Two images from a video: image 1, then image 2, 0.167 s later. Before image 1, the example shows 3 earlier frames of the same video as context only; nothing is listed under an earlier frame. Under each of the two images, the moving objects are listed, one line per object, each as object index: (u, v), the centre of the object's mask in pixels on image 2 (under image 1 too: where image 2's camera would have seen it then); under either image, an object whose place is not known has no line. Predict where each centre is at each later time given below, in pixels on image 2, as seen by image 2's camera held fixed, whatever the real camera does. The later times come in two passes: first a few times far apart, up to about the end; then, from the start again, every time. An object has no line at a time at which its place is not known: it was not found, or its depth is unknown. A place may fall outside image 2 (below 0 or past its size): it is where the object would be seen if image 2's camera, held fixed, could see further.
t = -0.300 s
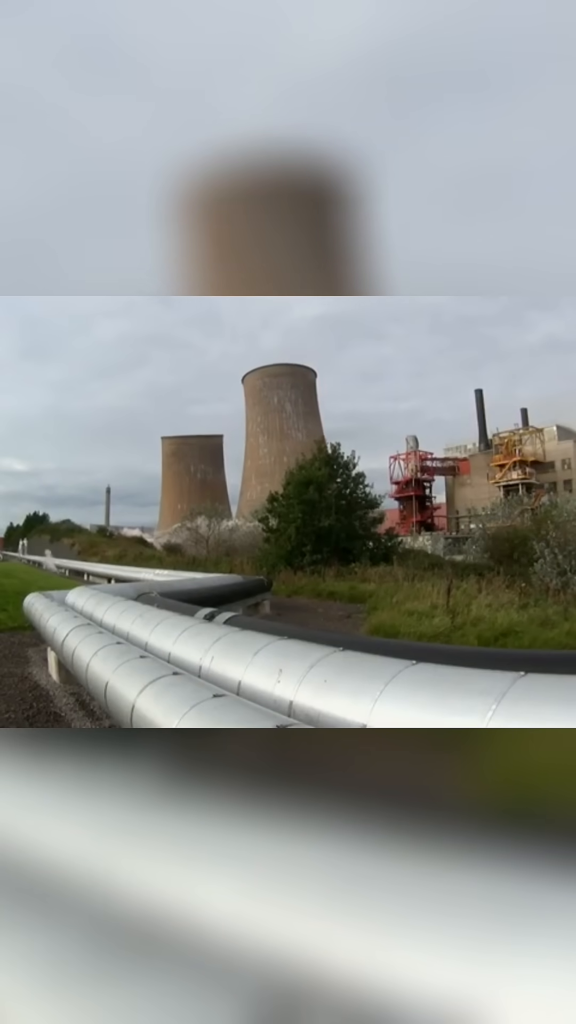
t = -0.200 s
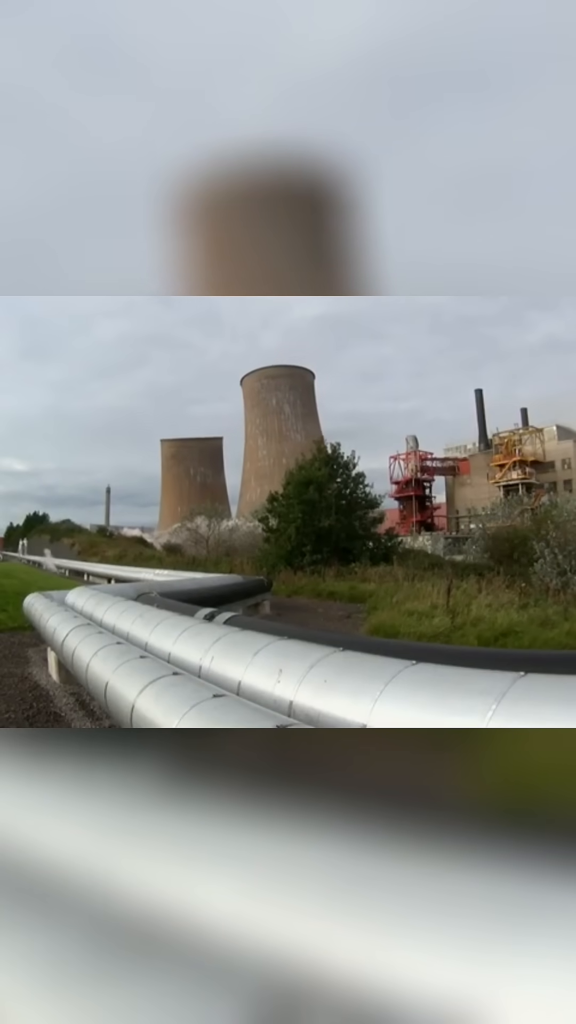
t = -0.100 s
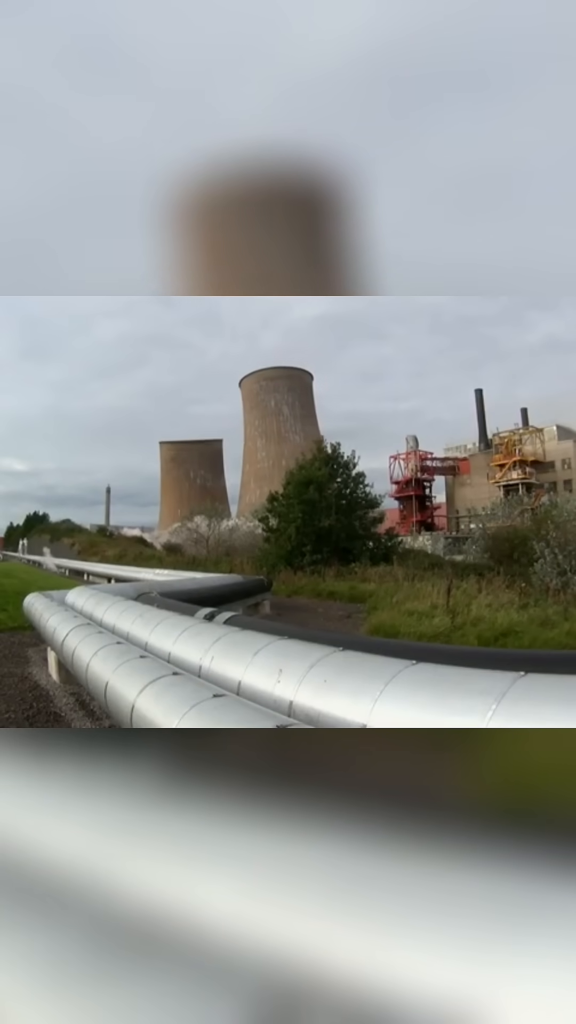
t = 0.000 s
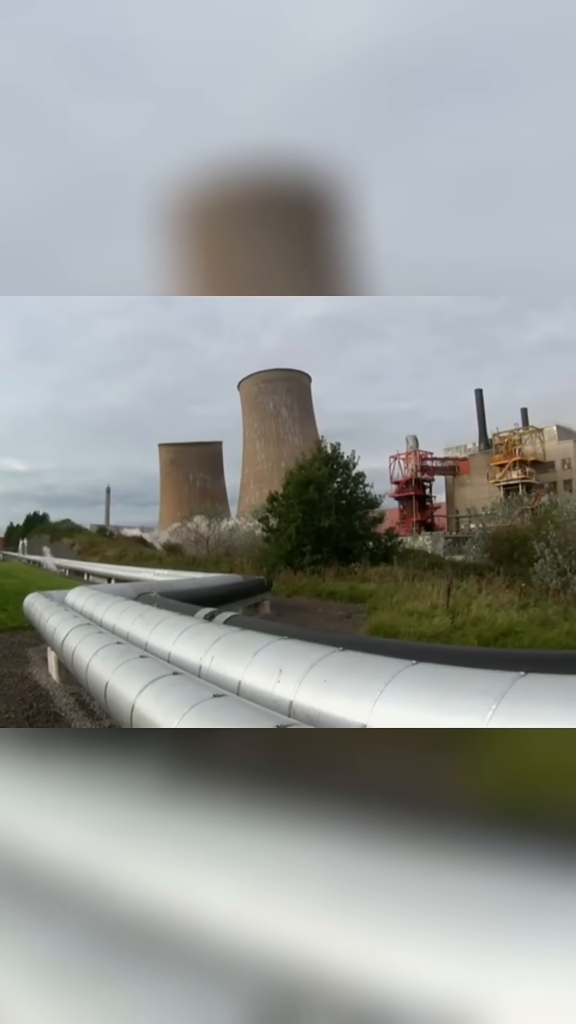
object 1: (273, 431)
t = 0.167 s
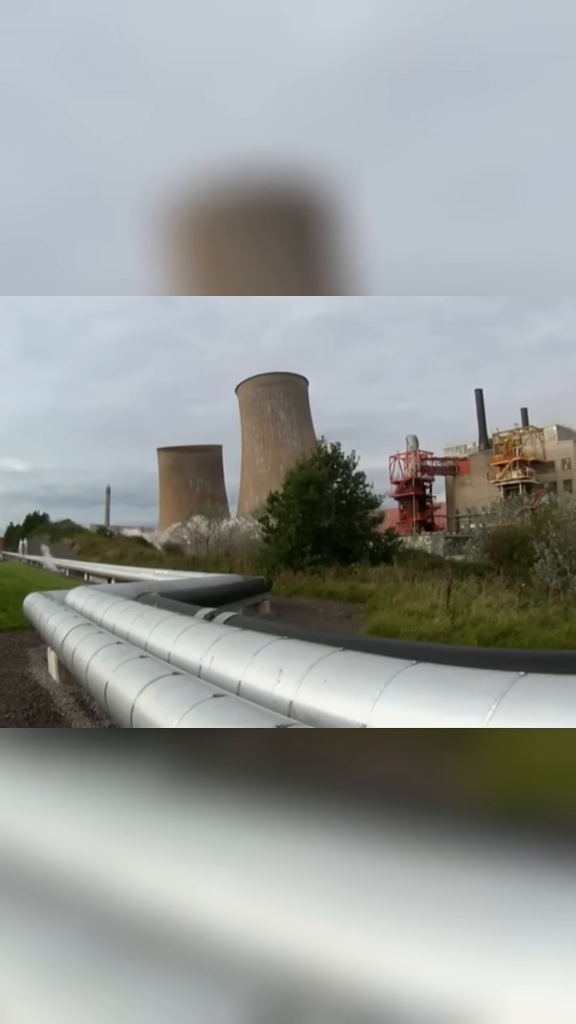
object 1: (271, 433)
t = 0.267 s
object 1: (270, 434)
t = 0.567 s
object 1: (267, 439)
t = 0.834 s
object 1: (263, 444)
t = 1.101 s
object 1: (259, 450)
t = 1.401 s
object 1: (254, 456)
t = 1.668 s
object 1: (251, 461)
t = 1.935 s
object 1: (248, 464)
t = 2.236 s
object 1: (245, 468)
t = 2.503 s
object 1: (241, 472)
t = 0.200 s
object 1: (271, 433)
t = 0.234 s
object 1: (270, 434)
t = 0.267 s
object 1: (270, 434)
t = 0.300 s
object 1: (270, 435)
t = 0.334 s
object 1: (269, 435)
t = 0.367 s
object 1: (269, 436)
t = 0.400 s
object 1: (269, 436)
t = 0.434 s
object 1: (268, 436)
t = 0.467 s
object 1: (268, 437)
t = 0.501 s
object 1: (267, 438)
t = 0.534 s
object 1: (267, 439)
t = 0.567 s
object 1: (267, 439)
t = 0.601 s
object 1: (266, 440)
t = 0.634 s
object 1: (266, 441)
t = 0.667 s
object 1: (265, 441)
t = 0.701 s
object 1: (265, 442)
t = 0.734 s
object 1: (264, 443)
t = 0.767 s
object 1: (264, 443)
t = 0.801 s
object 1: (263, 444)
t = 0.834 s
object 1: (263, 444)
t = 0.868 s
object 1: (262, 445)
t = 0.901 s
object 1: (262, 446)
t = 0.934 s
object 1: (261, 447)
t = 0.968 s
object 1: (261, 448)
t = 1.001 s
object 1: (260, 448)
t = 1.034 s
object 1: (260, 449)
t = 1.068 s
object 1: (259, 450)
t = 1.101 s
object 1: (259, 450)
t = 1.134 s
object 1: (258, 451)
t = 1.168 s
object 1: (258, 452)
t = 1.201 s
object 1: (257, 452)
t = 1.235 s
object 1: (257, 453)
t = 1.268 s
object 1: (256, 454)
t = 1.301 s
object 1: (256, 454)
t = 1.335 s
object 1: (255, 455)
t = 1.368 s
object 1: (255, 456)
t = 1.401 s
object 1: (254, 456)
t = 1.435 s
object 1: (254, 457)
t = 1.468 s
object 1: (254, 457)
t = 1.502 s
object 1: (253, 458)
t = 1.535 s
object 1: (253, 459)
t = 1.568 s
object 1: (252, 459)
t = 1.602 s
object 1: (252, 459)
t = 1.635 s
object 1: (252, 460)
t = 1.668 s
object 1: (251, 461)
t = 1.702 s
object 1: (251, 461)
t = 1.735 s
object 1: (251, 461)
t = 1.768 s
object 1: (250, 462)
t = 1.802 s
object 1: (250, 463)
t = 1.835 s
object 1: (249, 463)
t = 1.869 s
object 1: (249, 463)
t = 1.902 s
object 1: (249, 464)
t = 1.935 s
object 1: (248, 464)
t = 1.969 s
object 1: (248, 465)
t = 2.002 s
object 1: (248, 465)
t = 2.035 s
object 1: (247, 466)
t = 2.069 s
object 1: (247, 466)
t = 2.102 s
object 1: (246, 467)
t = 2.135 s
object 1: (246, 467)
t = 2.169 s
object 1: (245, 467)
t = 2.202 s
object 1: (245, 468)
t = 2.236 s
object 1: (245, 468)
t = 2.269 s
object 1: (244, 469)
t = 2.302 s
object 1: (243, 469)
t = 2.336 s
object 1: (243, 470)
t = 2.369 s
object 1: (243, 471)
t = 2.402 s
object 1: (242, 471)
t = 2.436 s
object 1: (242, 472)
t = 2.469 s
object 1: (241, 472)
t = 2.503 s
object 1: (241, 472)
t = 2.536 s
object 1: (240, 473)
